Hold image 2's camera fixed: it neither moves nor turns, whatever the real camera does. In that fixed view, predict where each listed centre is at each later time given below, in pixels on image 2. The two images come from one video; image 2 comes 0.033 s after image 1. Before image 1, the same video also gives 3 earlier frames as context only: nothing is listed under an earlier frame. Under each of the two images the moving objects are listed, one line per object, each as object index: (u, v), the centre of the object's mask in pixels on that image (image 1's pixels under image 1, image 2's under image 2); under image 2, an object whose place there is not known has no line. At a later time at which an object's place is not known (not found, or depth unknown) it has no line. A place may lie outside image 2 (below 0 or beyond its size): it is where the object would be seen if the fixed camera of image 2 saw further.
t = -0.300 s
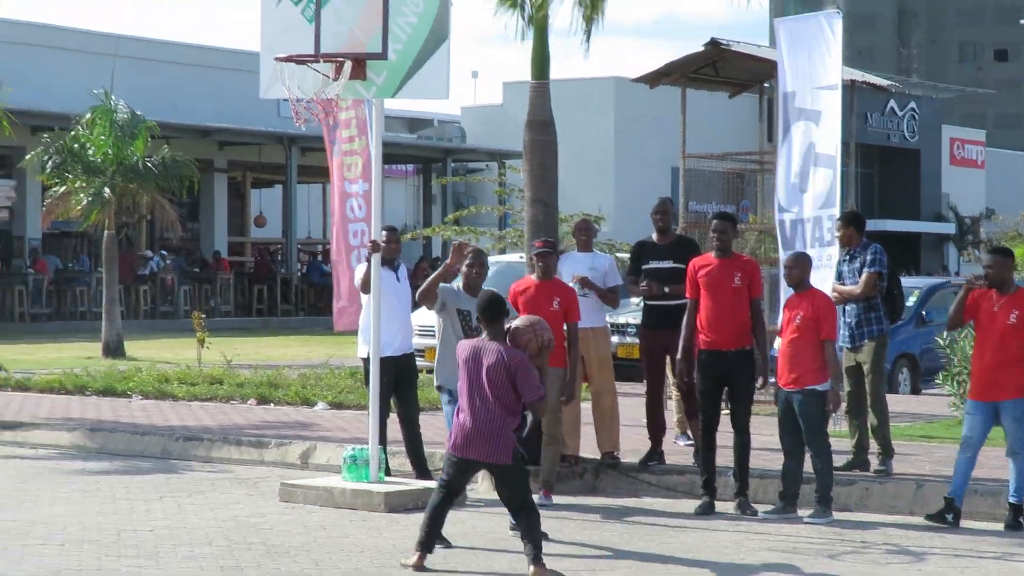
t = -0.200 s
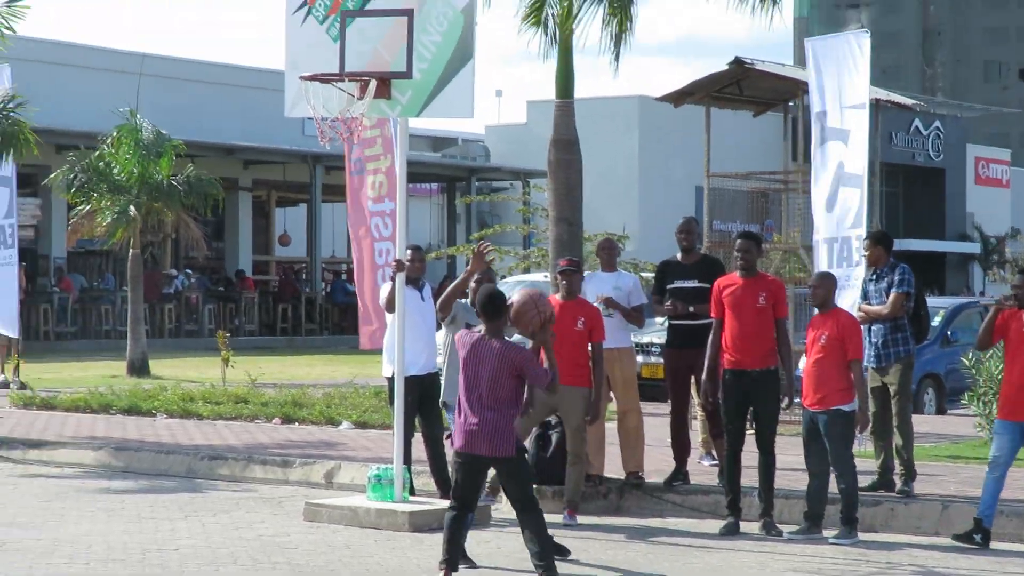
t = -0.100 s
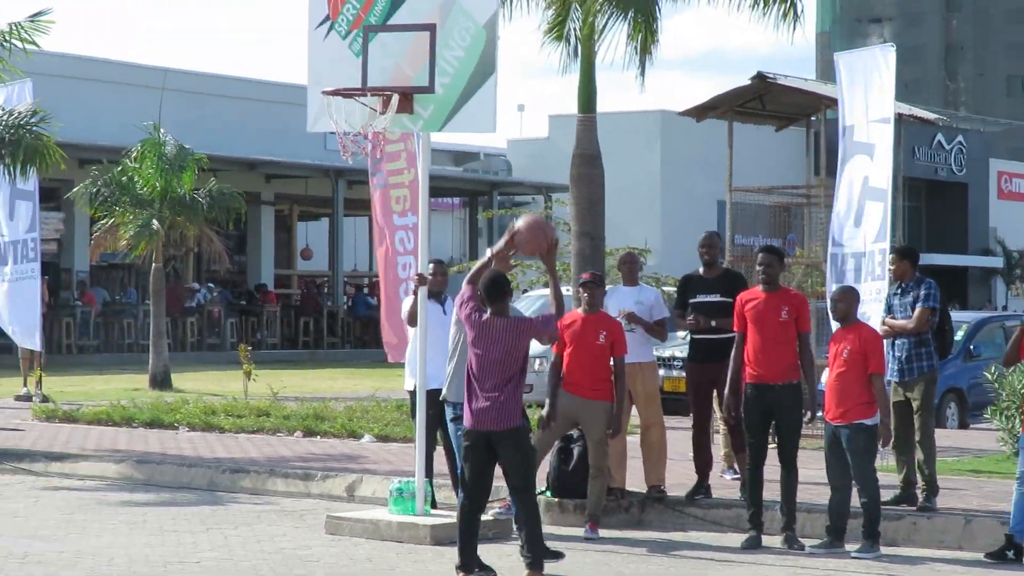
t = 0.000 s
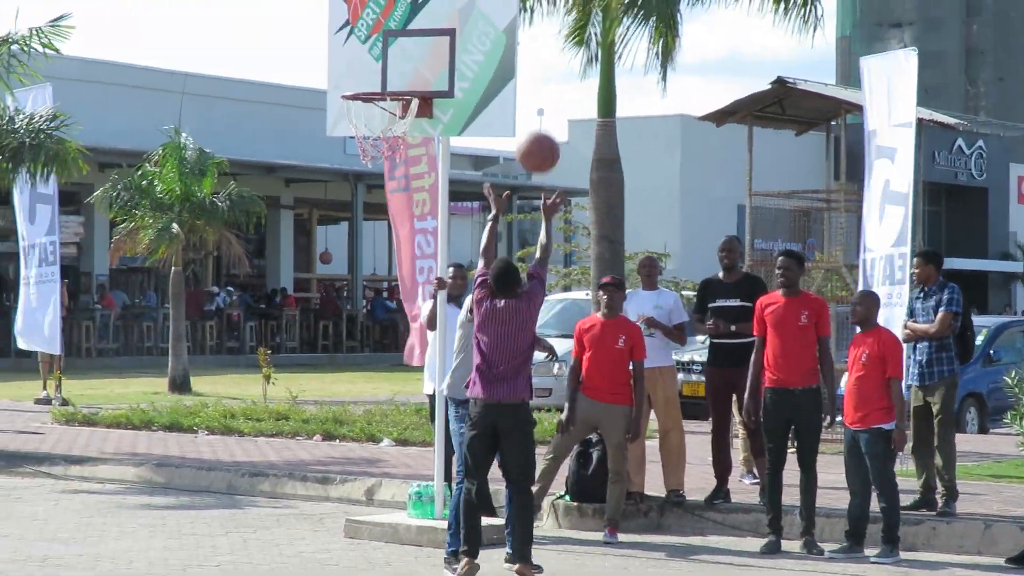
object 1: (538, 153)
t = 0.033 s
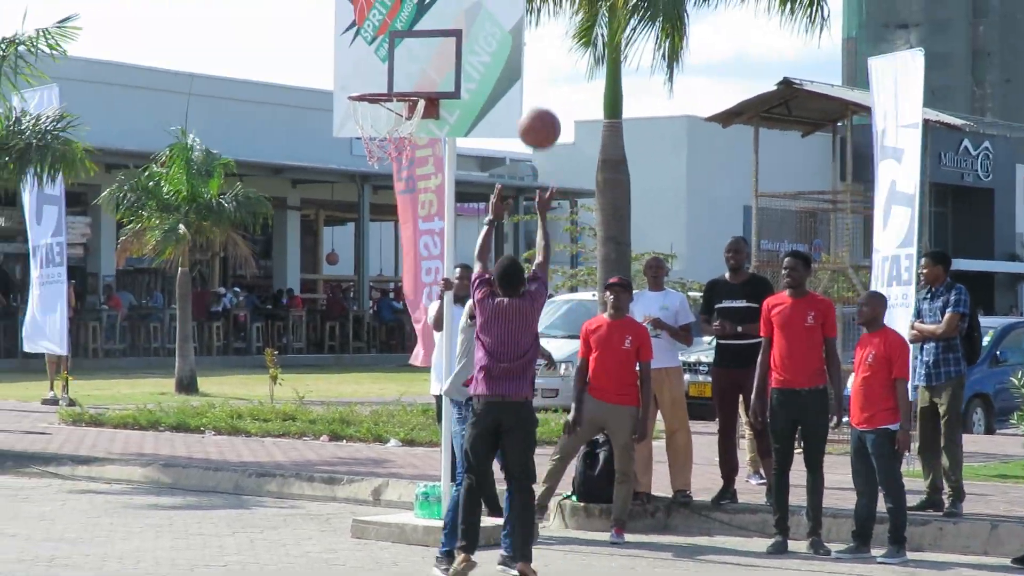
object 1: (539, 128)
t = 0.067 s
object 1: (534, 106)
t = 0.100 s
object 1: (529, 86)
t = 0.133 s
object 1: (526, 68)
